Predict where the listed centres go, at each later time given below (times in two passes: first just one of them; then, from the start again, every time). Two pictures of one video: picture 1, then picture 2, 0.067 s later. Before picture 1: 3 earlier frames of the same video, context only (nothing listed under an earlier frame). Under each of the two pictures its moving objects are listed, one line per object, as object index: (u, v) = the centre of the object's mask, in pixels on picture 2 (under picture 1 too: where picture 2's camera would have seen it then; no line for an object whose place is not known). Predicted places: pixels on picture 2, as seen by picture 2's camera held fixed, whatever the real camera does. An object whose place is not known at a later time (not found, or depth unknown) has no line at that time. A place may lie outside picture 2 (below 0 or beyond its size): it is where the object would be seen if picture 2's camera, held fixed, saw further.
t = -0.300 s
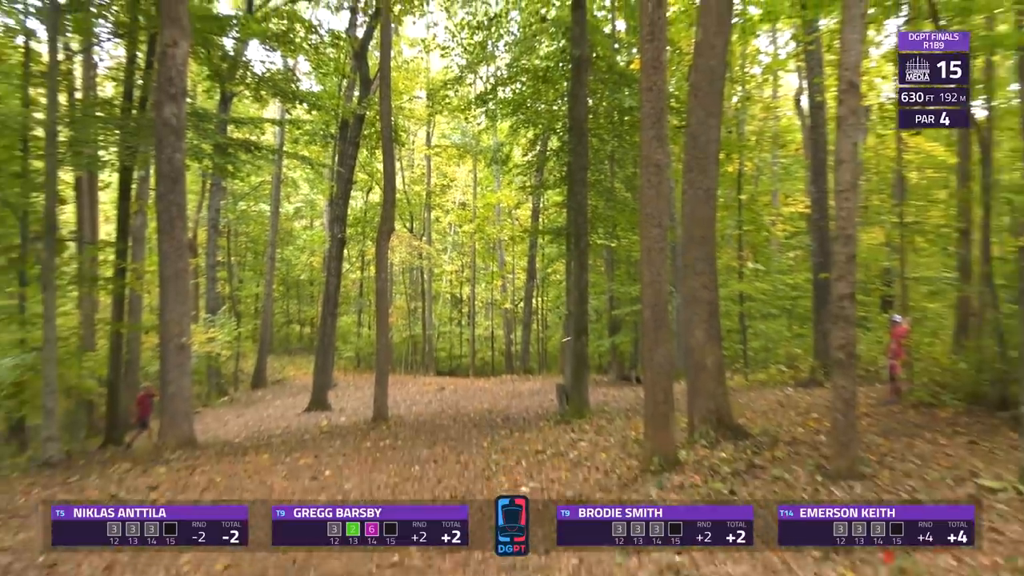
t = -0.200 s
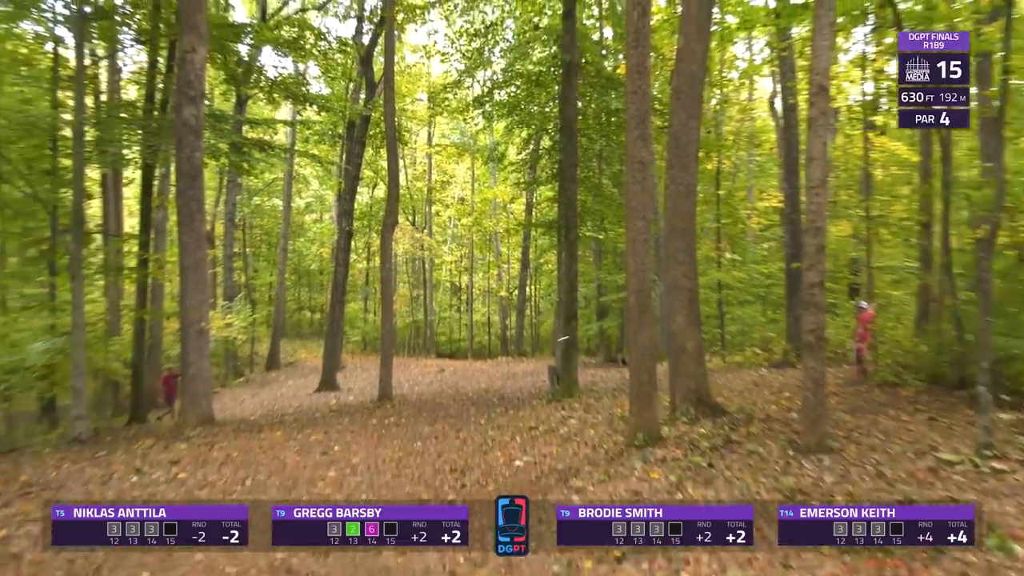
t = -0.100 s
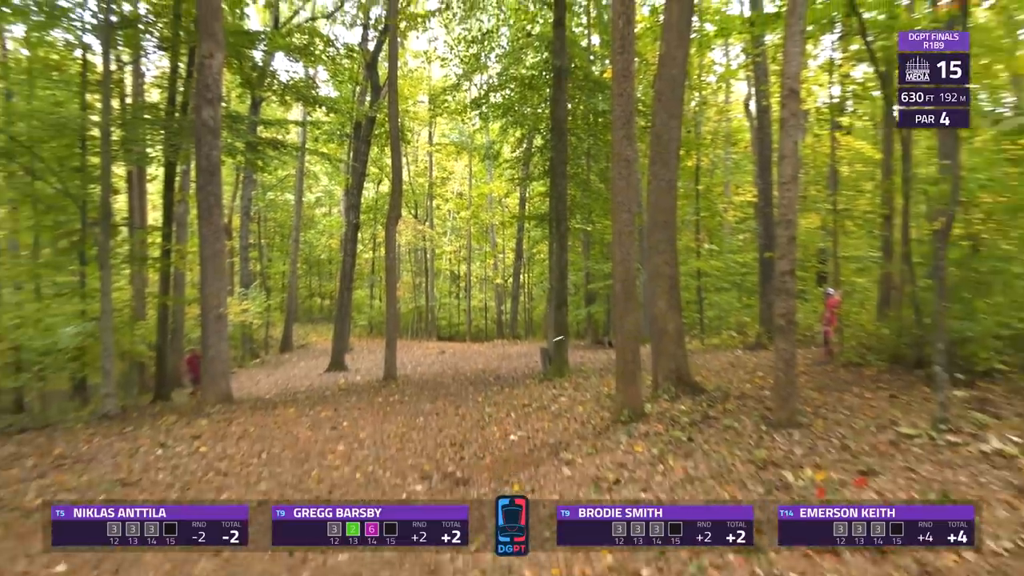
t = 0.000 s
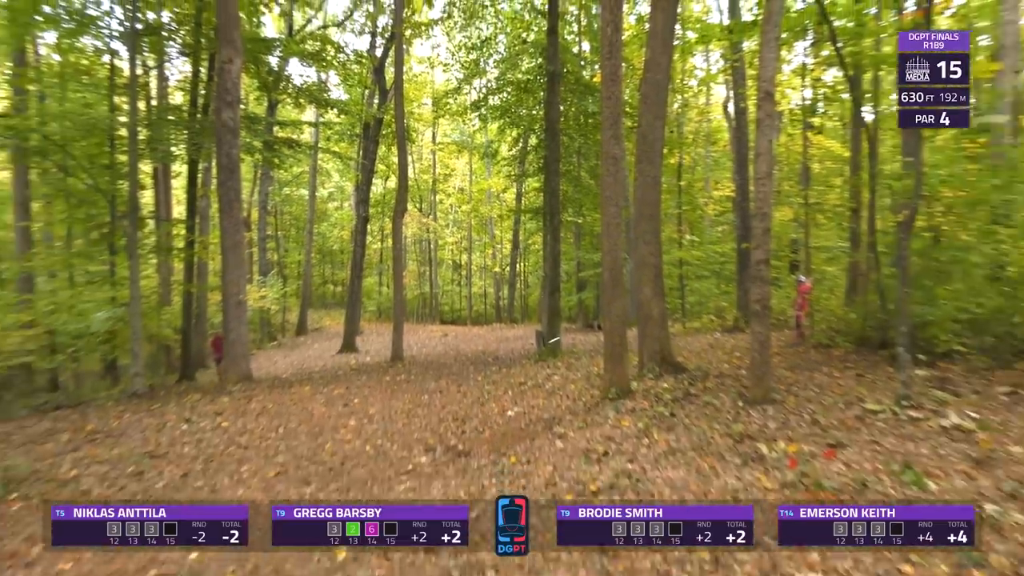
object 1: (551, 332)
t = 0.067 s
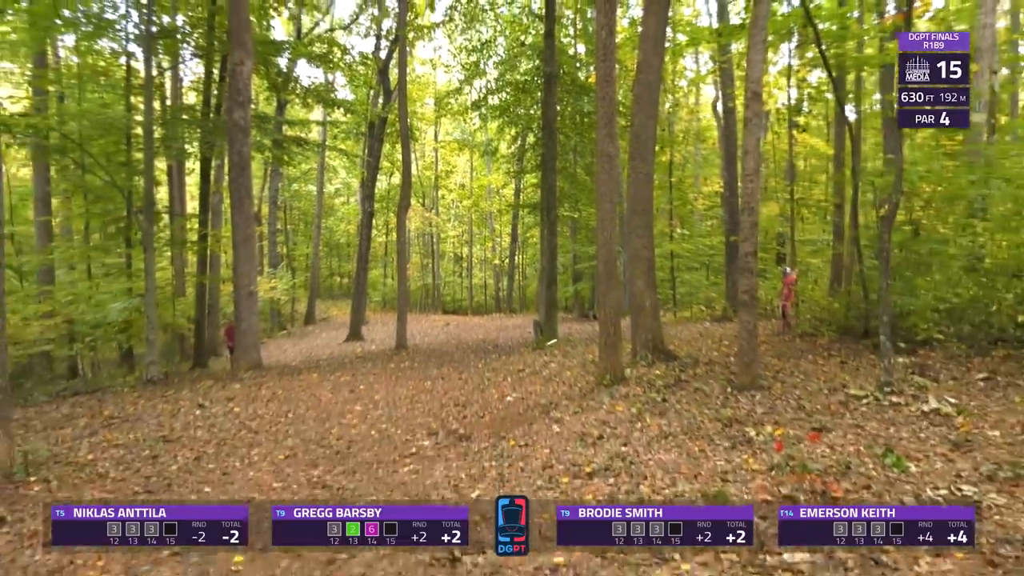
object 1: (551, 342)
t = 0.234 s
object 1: (548, 384)
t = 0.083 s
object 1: (551, 345)
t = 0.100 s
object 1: (552, 348)
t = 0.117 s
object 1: (551, 352)
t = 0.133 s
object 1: (550, 356)
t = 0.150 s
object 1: (551, 360)
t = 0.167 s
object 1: (550, 365)
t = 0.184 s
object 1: (549, 369)
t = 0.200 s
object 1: (549, 374)
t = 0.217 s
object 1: (548, 379)
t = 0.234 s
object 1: (548, 384)
